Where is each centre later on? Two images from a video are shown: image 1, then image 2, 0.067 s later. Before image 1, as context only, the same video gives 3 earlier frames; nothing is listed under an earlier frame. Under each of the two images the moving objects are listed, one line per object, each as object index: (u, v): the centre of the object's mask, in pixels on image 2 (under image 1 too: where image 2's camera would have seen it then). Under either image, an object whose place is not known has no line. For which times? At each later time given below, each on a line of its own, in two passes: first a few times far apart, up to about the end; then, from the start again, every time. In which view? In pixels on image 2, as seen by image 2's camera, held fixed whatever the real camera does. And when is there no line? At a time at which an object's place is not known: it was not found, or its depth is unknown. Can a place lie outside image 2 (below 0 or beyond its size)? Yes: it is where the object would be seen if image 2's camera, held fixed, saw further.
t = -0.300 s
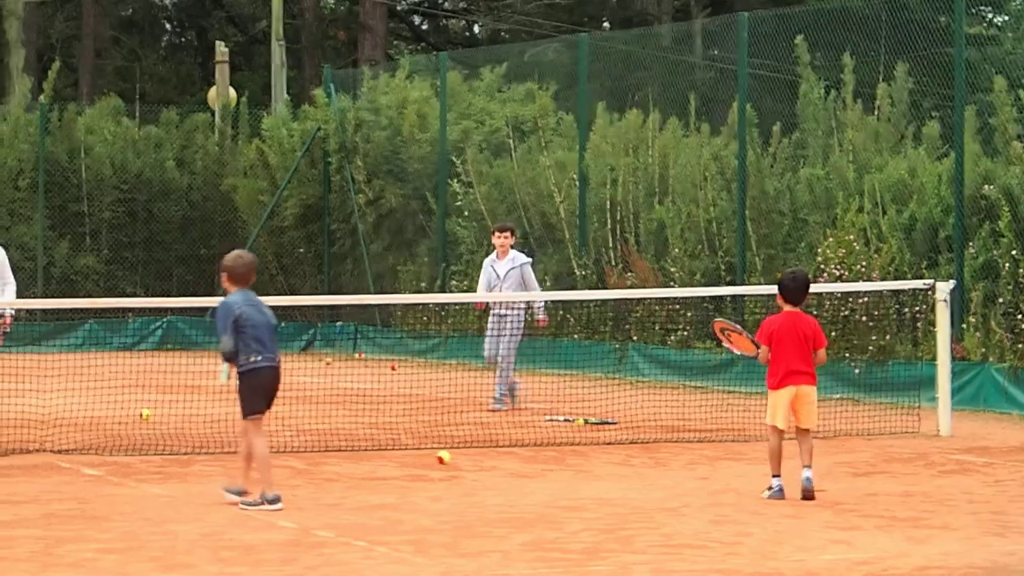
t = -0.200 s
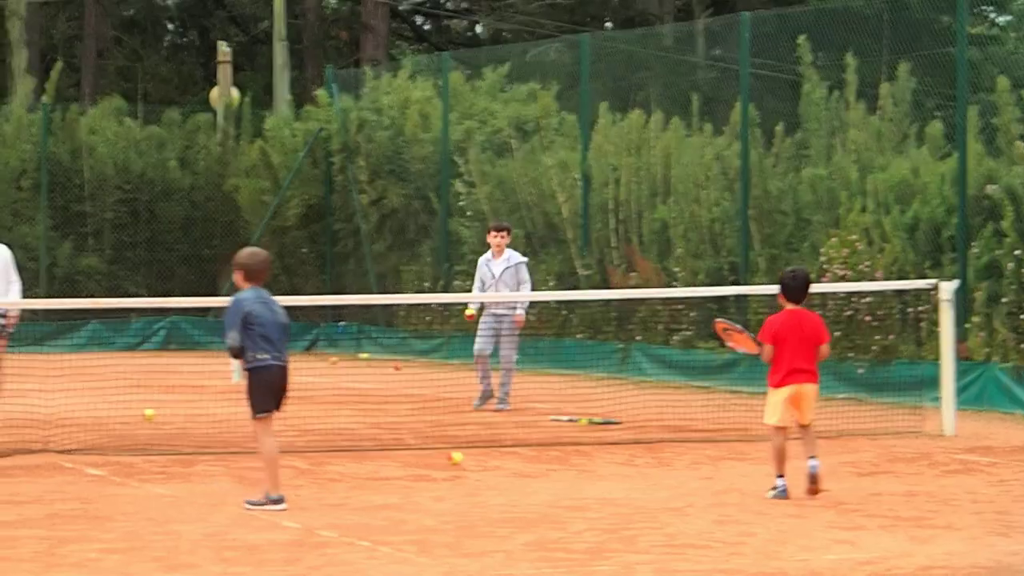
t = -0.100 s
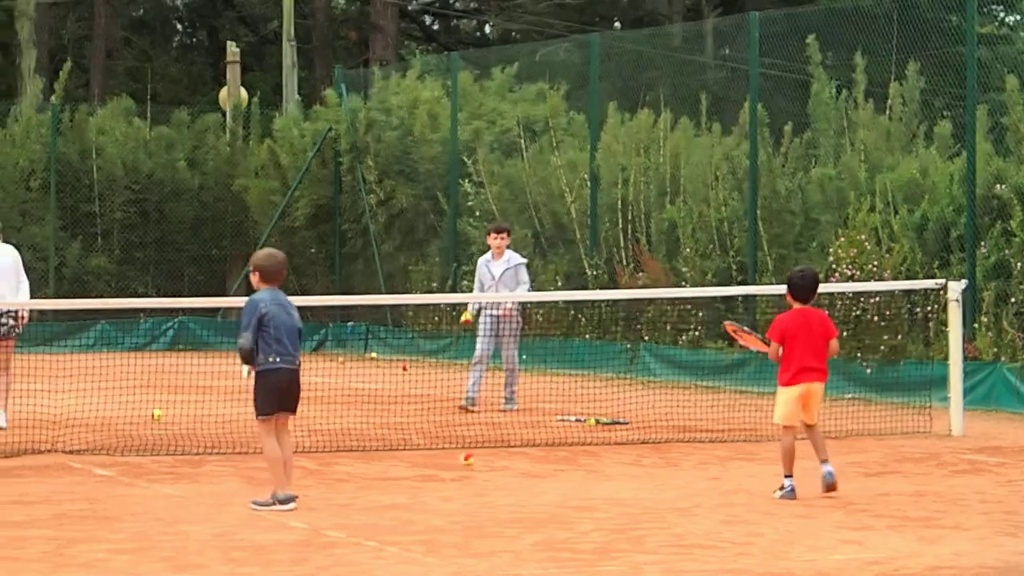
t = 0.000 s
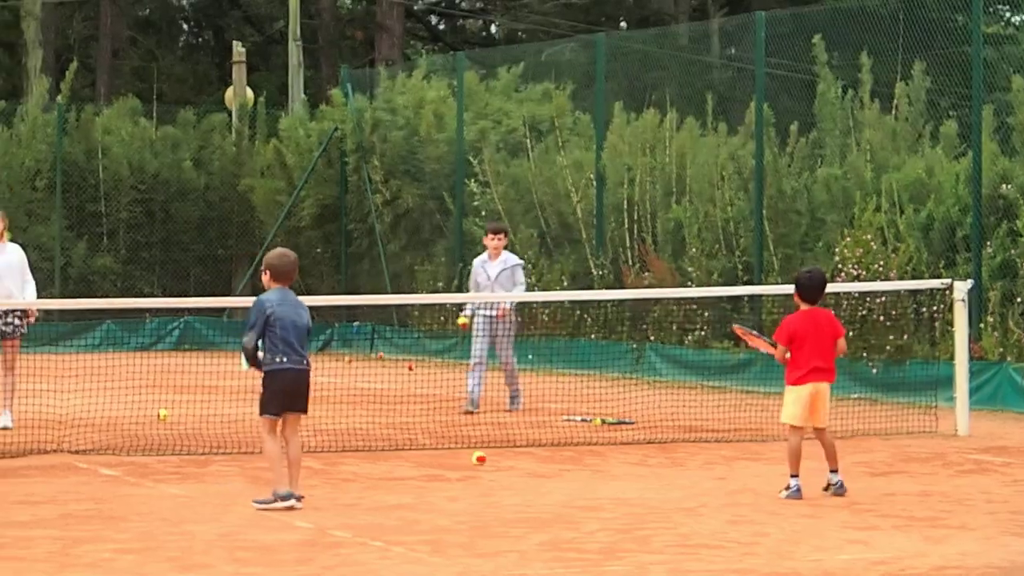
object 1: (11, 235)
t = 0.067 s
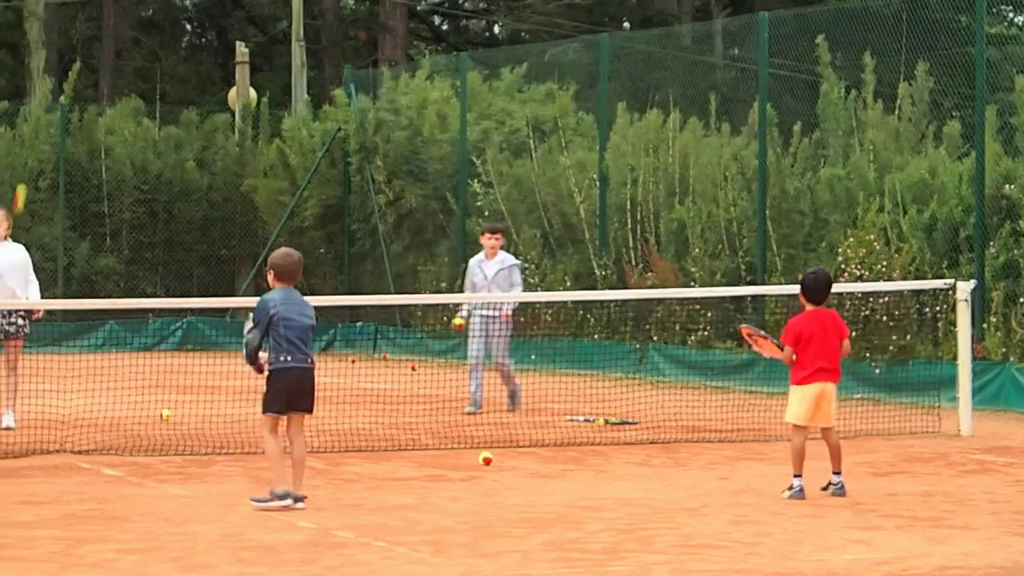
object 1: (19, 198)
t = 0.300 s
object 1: (69, 76)
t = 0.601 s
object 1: (139, 39)
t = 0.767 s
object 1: (182, 88)
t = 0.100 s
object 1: (27, 176)
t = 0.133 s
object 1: (34, 156)
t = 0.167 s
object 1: (40, 137)
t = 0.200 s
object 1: (48, 118)
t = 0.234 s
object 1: (54, 102)
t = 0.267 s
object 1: (62, 89)
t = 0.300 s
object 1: (69, 76)
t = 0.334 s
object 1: (77, 64)
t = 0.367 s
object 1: (84, 55)
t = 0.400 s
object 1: (91, 47)
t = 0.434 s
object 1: (99, 41)
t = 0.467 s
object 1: (107, 37)
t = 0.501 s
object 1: (115, 34)
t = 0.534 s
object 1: (123, 34)
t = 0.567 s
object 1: (130, 35)
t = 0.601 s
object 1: (139, 39)
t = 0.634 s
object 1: (147, 44)
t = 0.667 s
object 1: (156, 52)
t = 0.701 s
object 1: (164, 62)
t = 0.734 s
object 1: (173, 73)
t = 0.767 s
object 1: (182, 88)
